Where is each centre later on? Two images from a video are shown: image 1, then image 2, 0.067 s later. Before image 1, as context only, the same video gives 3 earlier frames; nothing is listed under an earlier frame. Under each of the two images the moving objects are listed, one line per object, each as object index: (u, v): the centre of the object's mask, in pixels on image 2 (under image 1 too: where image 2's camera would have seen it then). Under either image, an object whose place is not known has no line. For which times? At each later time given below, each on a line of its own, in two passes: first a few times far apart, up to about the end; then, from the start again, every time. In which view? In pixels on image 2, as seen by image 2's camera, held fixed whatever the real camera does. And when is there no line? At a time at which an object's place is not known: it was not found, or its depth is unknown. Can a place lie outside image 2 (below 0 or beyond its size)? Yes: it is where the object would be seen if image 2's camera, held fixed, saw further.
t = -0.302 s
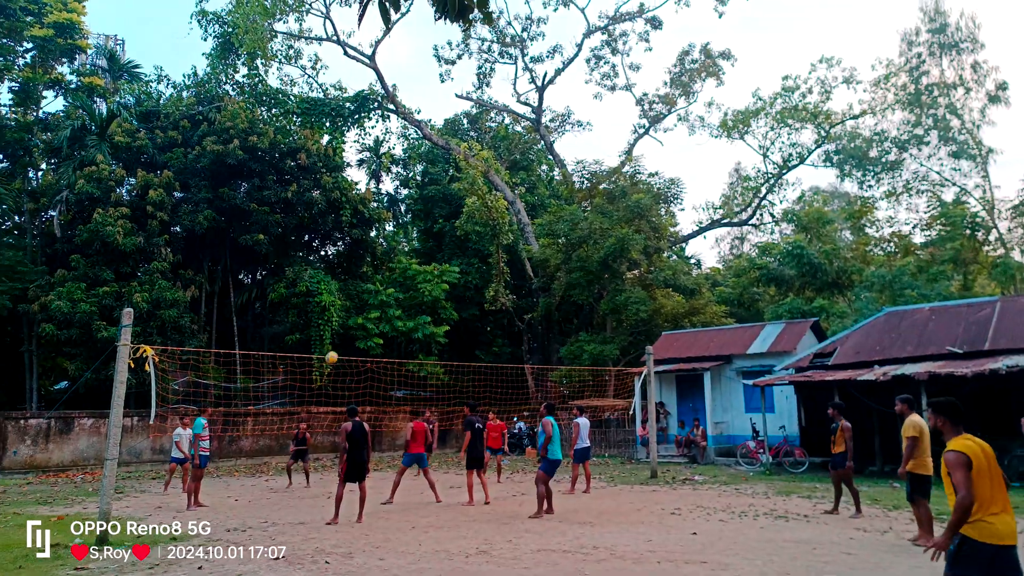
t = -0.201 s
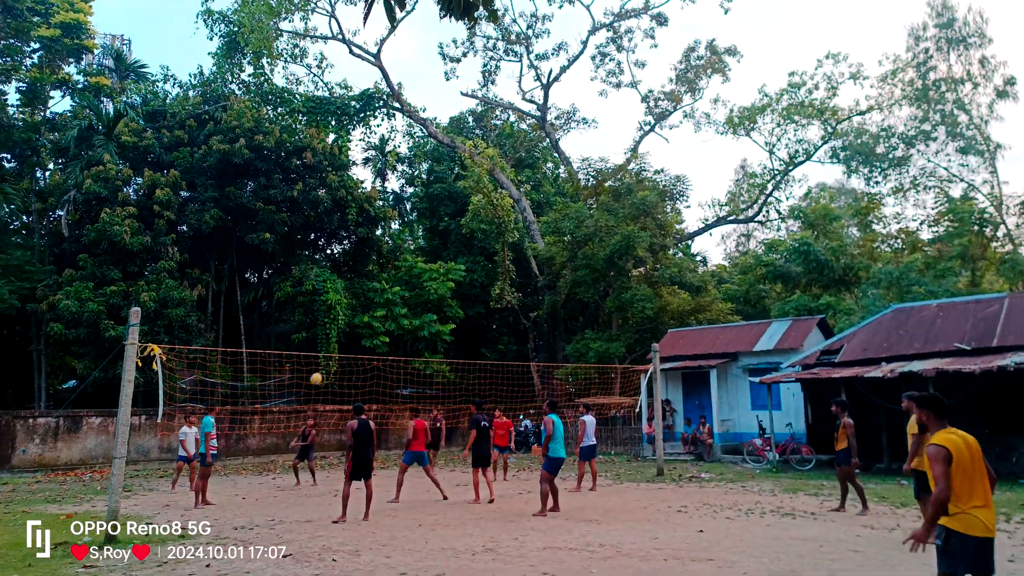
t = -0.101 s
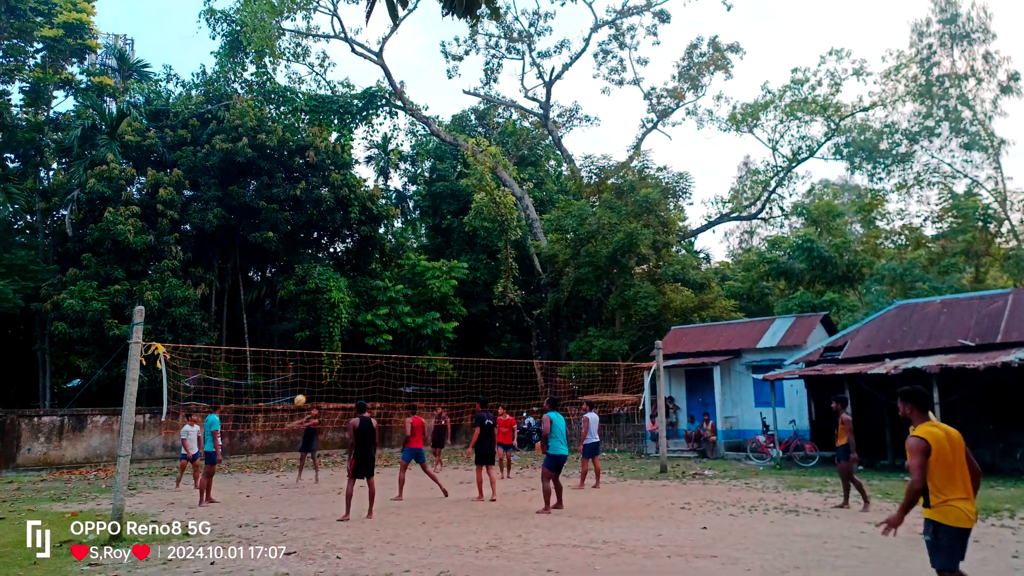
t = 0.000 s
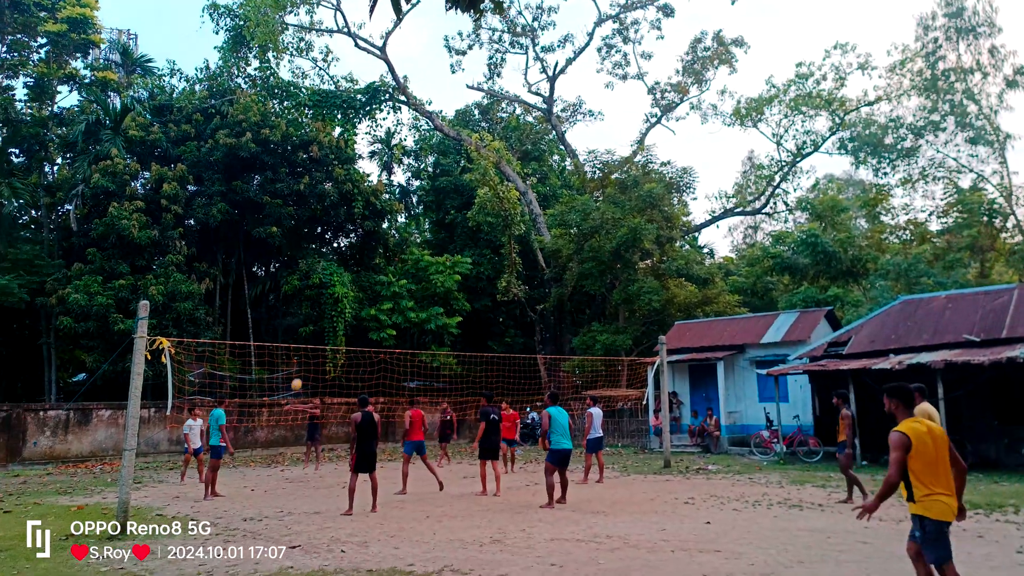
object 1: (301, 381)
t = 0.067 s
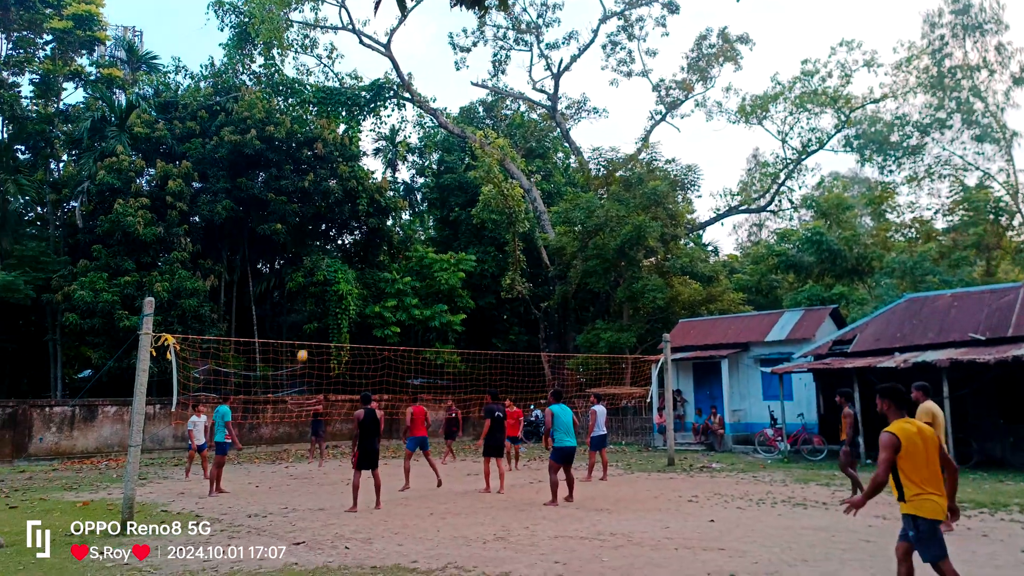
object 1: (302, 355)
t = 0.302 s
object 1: (306, 284)
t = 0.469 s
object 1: (308, 251)
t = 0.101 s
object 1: (303, 344)
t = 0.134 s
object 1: (303, 332)
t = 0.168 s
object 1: (304, 322)
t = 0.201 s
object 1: (304, 311)
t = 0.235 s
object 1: (304, 302)
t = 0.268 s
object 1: (305, 293)
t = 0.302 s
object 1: (306, 284)
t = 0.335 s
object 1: (306, 277)
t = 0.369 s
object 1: (307, 269)
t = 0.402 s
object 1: (307, 263)
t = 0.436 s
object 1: (308, 256)
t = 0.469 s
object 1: (308, 251)
